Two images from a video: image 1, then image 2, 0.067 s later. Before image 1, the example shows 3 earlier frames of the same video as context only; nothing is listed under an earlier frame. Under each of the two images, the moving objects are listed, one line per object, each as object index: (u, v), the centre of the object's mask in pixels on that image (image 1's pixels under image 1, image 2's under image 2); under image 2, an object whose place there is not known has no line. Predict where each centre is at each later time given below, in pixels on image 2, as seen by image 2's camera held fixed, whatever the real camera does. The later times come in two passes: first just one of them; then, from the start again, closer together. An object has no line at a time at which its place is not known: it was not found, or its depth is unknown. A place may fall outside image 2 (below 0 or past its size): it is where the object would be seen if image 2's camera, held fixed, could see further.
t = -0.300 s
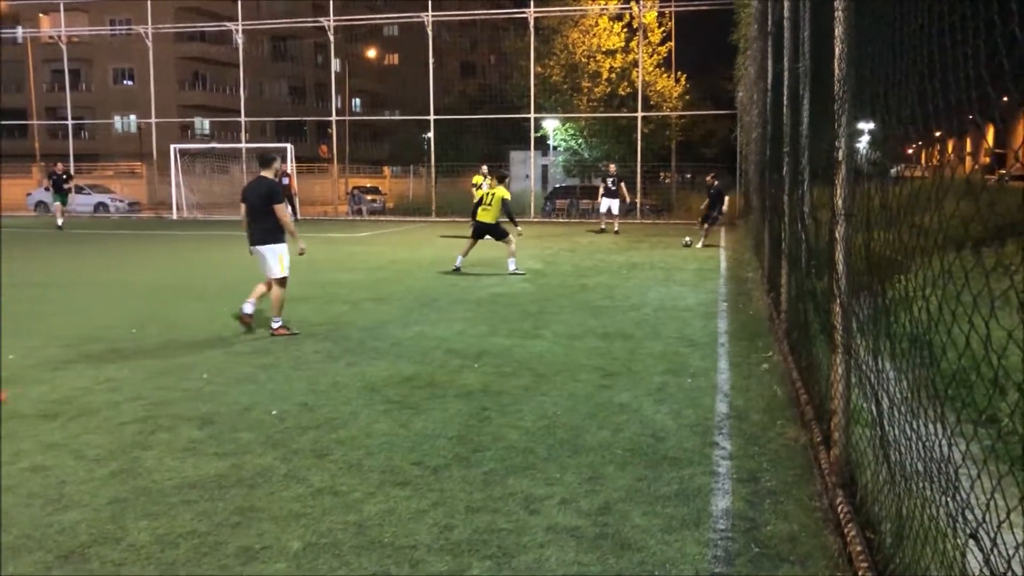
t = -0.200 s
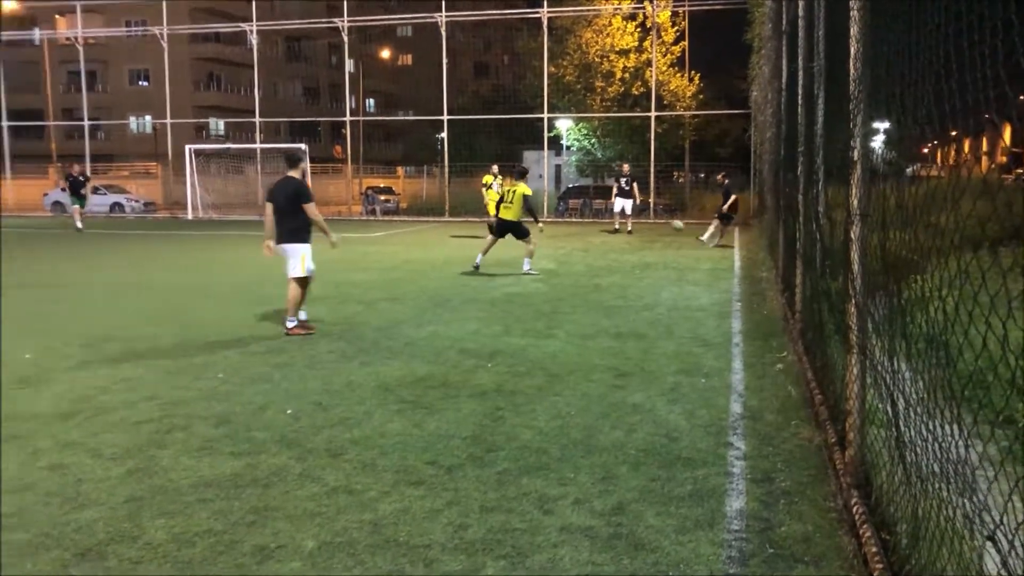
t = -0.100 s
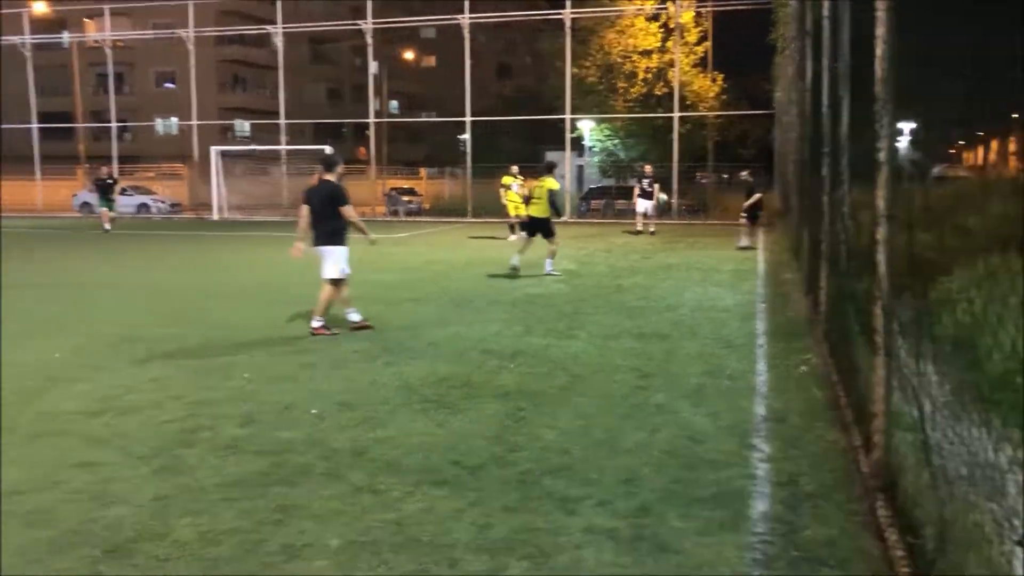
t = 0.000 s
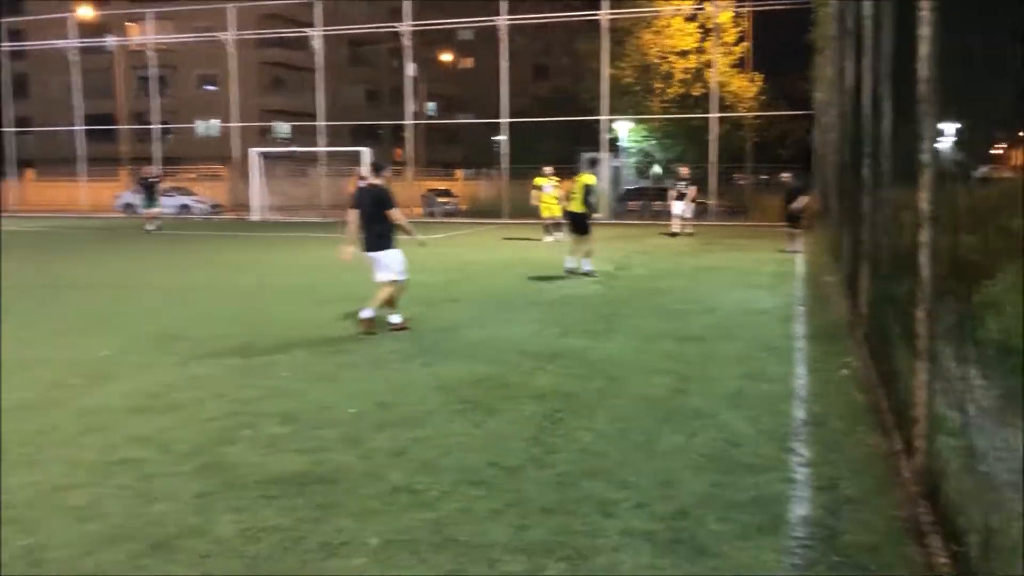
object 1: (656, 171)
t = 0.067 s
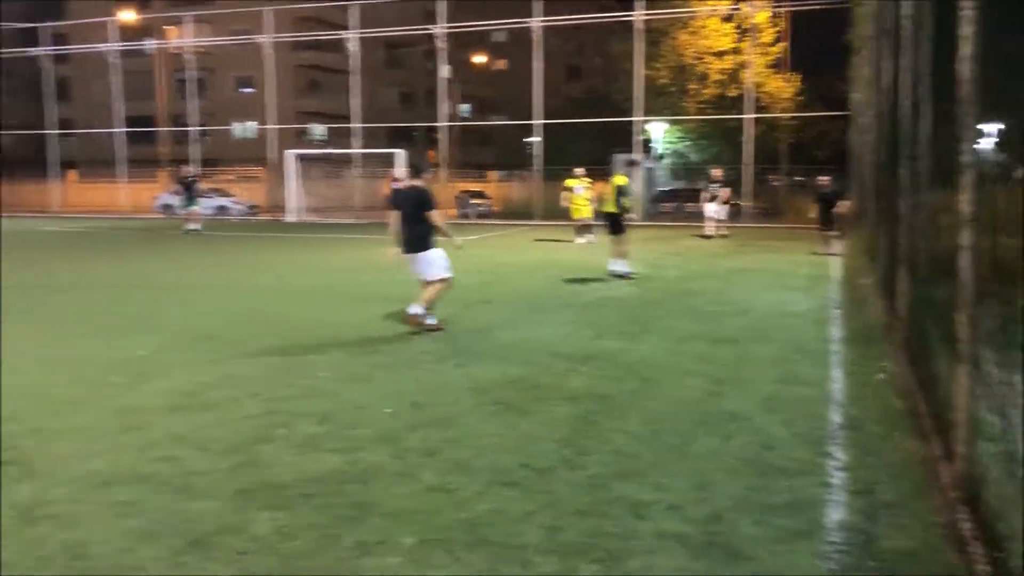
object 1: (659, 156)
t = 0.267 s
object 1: (555, 86)
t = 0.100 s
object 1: (641, 141)
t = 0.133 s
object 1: (626, 132)
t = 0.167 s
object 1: (608, 121)
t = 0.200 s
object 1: (591, 110)
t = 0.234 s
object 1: (570, 100)
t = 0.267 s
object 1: (555, 86)
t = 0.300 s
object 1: (539, 75)
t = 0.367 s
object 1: (486, 53)
